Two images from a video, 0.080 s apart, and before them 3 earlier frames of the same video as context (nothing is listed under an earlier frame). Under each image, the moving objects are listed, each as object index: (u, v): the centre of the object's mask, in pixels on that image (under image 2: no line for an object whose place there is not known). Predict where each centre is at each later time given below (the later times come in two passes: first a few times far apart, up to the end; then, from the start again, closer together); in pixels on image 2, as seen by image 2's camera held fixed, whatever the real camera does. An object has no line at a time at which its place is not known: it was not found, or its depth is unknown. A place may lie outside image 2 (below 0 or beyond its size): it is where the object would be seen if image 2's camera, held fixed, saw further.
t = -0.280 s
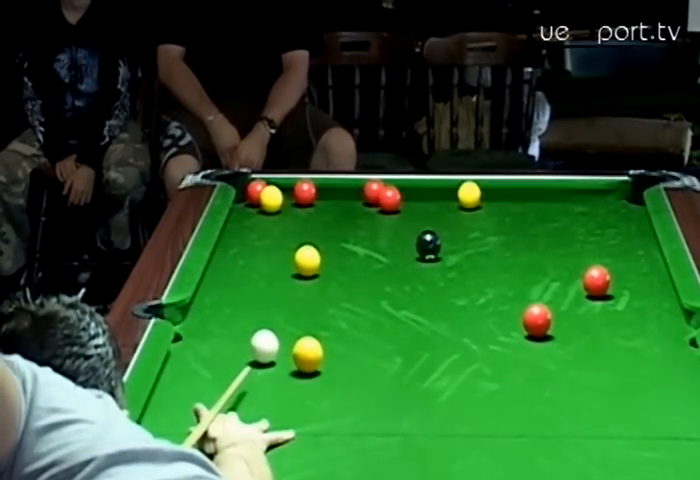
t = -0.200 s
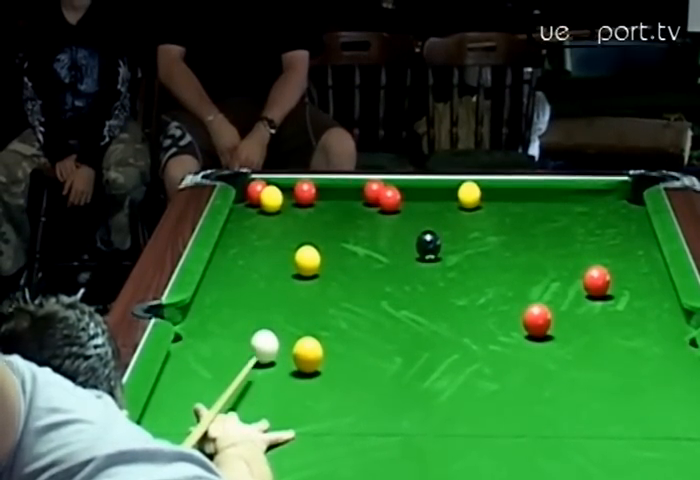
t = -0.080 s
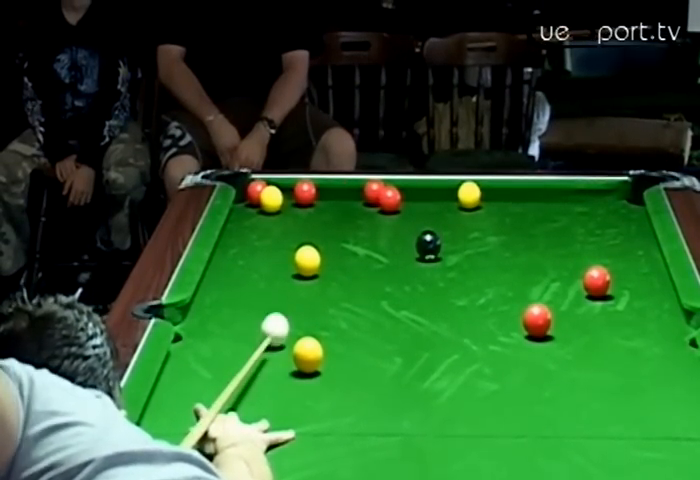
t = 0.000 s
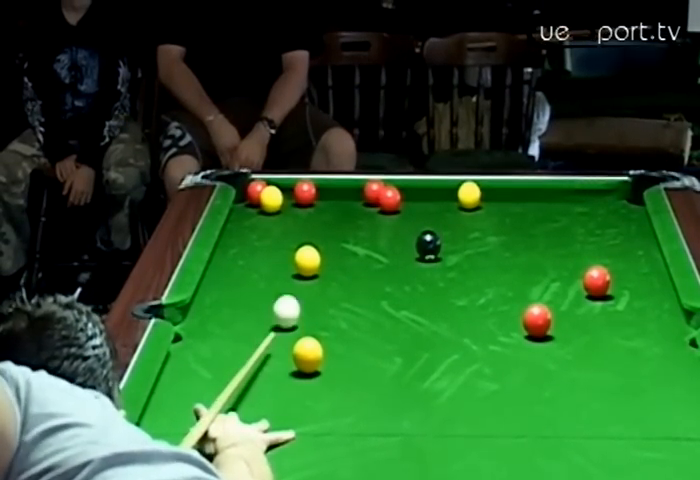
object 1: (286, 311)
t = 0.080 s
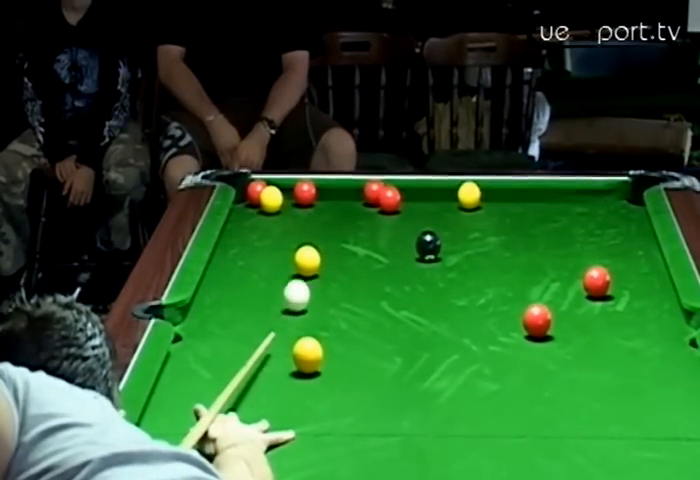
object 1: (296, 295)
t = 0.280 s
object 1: (326, 267)
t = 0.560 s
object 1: (380, 256)
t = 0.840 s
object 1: (410, 249)
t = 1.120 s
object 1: (413, 248)
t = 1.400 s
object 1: (413, 248)
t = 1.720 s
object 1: (413, 248)
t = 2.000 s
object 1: (413, 249)
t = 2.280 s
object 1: (413, 249)
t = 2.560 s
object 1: (413, 249)
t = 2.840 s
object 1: (413, 249)
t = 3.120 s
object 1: (413, 249)
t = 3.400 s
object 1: (413, 249)
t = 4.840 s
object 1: (412, 249)
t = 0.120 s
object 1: (301, 287)
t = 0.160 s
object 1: (306, 280)
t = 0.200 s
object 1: (311, 273)
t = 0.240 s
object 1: (317, 269)
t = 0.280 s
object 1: (326, 267)
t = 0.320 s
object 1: (334, 266)
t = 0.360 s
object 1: (342, 264)
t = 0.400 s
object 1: (349, 263)
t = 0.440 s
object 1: (357, 261)
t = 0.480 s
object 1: (365, 259)
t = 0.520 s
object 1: (372, 257)
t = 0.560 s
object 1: (380, 256)
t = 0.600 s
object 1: (387, 254)
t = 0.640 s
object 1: (394, 252)
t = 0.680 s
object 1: (401, 251)
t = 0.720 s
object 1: (407, 249)
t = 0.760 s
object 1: (409, 249)
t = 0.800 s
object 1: (410, 249)
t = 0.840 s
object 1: (410, 249)
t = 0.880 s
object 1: (411, 248)
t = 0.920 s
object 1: (411, 249)
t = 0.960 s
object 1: (412, 248)
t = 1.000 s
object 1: (412, 248)
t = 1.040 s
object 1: (412, 248)
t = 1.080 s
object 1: (413, 248)
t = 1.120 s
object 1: (413, 248)
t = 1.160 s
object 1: (413, 248)
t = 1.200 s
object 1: (413, 248)
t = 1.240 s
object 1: (413, 248)
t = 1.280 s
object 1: (413, 248)
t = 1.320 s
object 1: (413, 248)
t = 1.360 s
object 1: (413, 248)
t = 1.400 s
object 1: (413, 248)
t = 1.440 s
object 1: (413, 248)
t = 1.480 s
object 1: (413, 248)
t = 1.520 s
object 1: (413, 248)
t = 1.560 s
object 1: (413, 248)
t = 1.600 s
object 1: (413, 248)
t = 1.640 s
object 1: (413, 248)
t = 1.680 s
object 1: (413, 249)
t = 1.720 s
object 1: (413, 248)
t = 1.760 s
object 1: (413, 248)
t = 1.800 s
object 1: (413, 248)
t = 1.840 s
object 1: (413, 248)
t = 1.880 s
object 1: (413, 248)
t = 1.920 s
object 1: (413, 249)
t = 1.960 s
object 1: (413, 248)
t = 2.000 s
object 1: (413, 249)
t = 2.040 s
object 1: (413, 249)
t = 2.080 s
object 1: (413, 248)
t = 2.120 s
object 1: (413, 249)
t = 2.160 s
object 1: (413, 249)
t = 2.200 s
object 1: (413, 249)
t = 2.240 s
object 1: (413, 249)
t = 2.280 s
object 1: (413, 249)
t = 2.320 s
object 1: (413, 249)
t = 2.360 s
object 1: (413, 249)
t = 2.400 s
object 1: (413, 249)
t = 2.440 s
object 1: (413, 248)
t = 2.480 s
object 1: (413, 249)
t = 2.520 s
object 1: (413, 249)
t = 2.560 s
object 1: (413, 249)
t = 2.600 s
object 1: (413, 249)
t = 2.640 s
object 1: (413, 249)
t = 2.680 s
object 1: (413, 249)
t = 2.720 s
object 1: (413, 249)
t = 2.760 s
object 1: (413, 249)
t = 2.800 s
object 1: (413, 249)
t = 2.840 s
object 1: (413, 249)
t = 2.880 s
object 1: (413, 249)
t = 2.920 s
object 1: (413, 249)
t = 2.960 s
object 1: (413, 249)
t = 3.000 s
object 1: (413, 249)
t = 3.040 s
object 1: (413, 249)
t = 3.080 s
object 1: (413, 249)
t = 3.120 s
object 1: (413, 249)
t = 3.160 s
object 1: (413, 249)
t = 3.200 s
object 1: (413, 249)
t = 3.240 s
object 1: (413, 249)
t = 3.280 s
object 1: (413, 249)
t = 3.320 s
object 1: (413, 249)
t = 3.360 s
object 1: (413, 249)
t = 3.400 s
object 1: (413, 249)
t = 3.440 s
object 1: (413, 249)
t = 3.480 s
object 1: (417, 247)
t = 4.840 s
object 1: (412, 249)
